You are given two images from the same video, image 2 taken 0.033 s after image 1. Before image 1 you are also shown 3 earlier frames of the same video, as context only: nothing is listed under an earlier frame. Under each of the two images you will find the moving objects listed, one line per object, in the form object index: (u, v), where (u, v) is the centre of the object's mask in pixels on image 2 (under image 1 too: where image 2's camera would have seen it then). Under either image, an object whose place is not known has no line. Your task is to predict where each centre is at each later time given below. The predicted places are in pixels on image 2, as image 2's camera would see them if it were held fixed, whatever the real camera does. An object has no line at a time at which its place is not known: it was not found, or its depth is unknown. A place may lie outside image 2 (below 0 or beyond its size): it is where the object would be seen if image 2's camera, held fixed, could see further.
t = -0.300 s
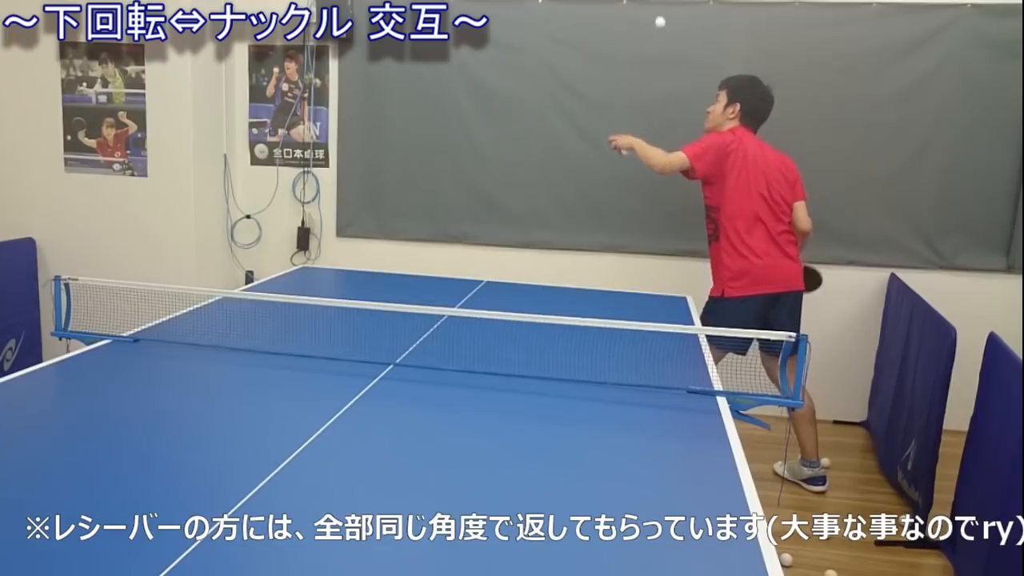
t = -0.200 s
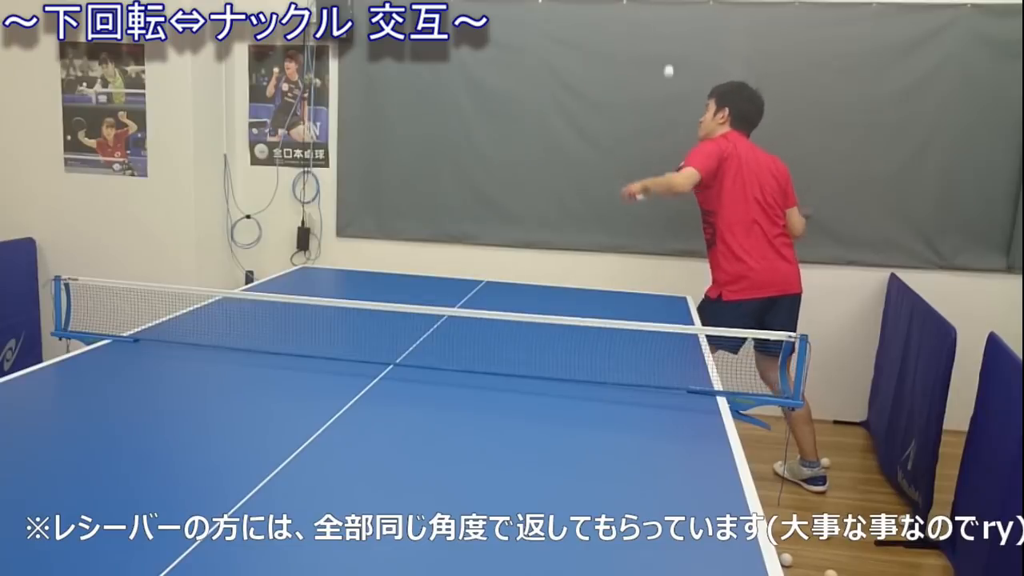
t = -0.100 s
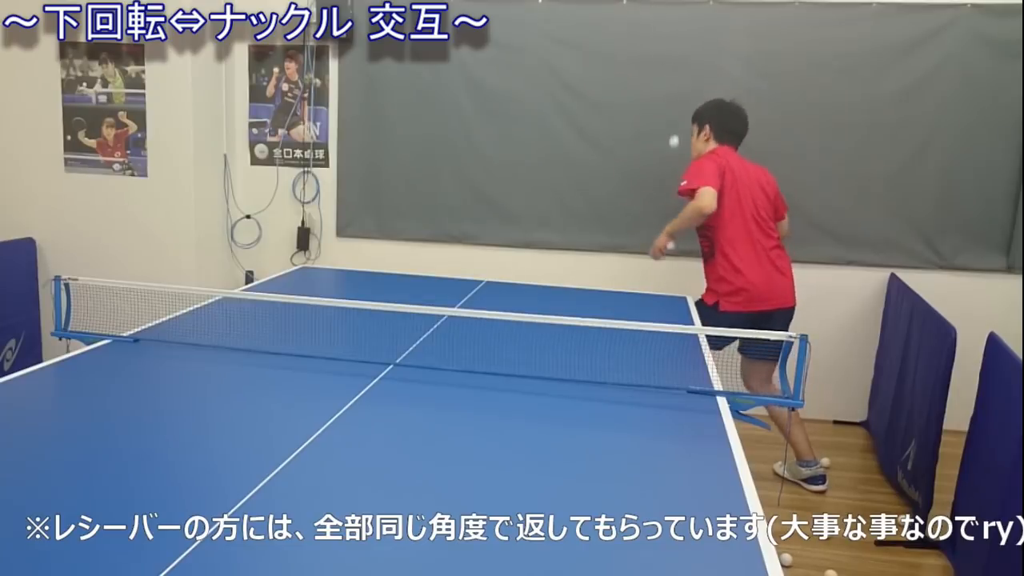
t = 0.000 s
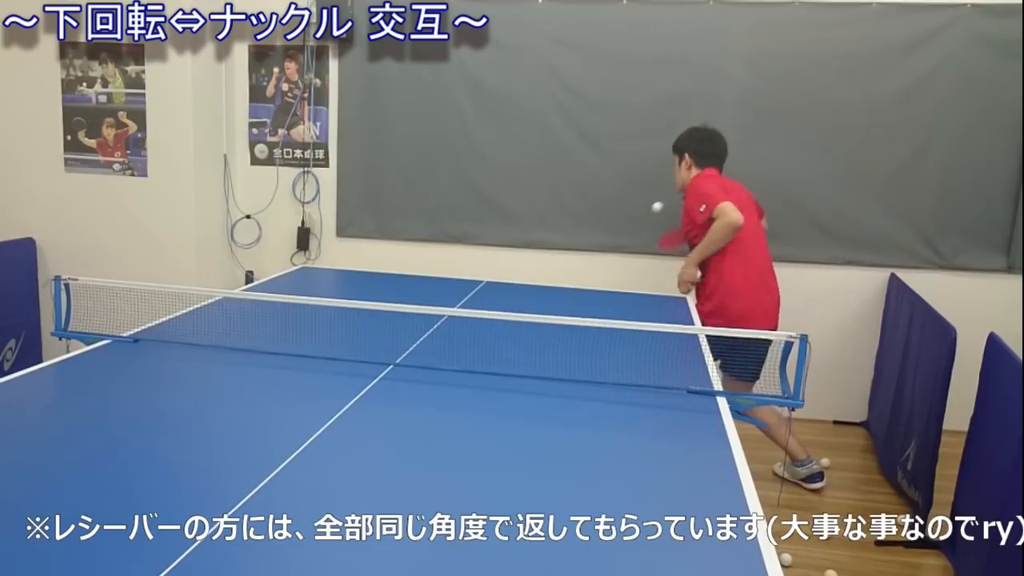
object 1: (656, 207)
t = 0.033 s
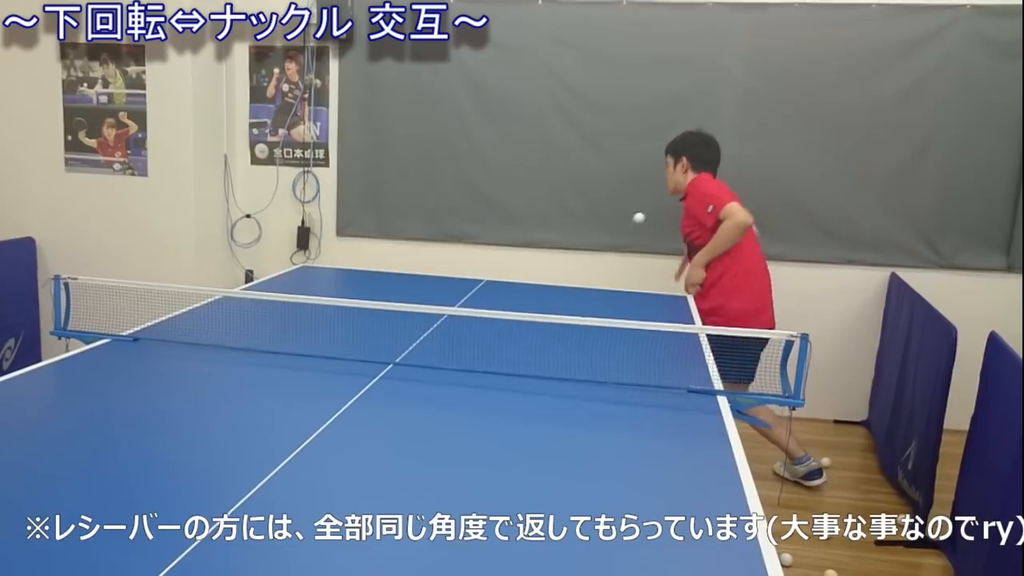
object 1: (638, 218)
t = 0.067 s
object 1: (618, 233)
